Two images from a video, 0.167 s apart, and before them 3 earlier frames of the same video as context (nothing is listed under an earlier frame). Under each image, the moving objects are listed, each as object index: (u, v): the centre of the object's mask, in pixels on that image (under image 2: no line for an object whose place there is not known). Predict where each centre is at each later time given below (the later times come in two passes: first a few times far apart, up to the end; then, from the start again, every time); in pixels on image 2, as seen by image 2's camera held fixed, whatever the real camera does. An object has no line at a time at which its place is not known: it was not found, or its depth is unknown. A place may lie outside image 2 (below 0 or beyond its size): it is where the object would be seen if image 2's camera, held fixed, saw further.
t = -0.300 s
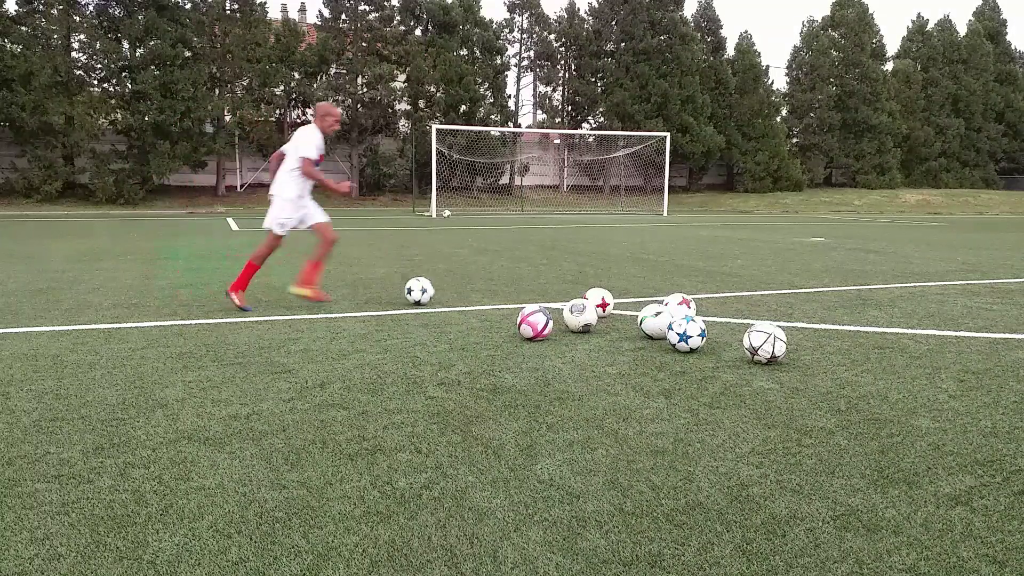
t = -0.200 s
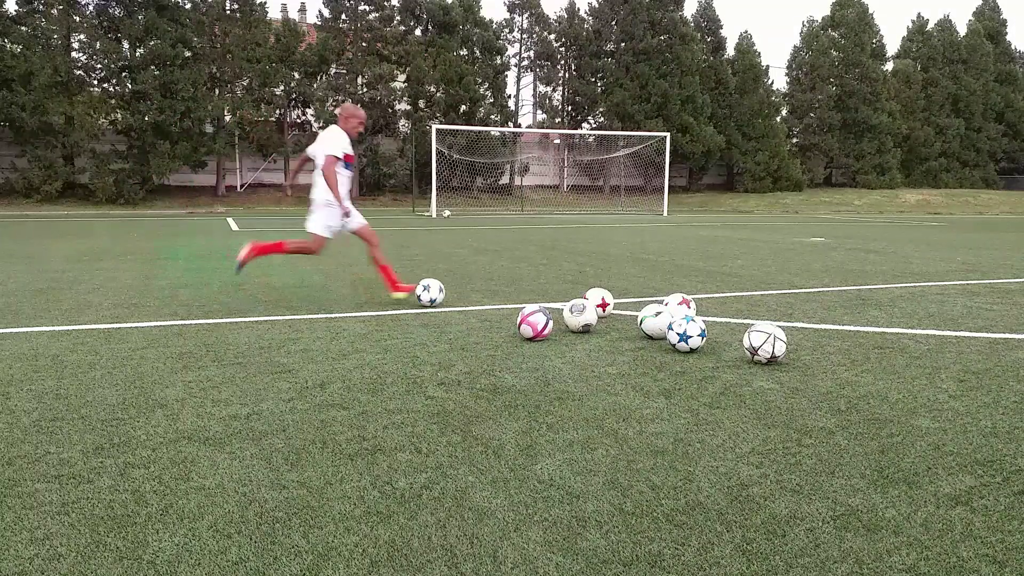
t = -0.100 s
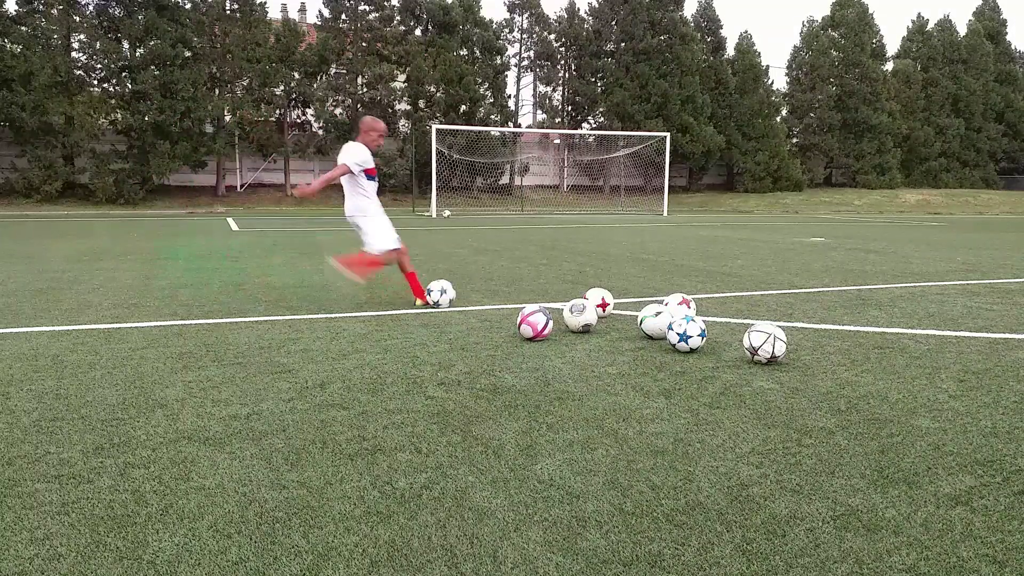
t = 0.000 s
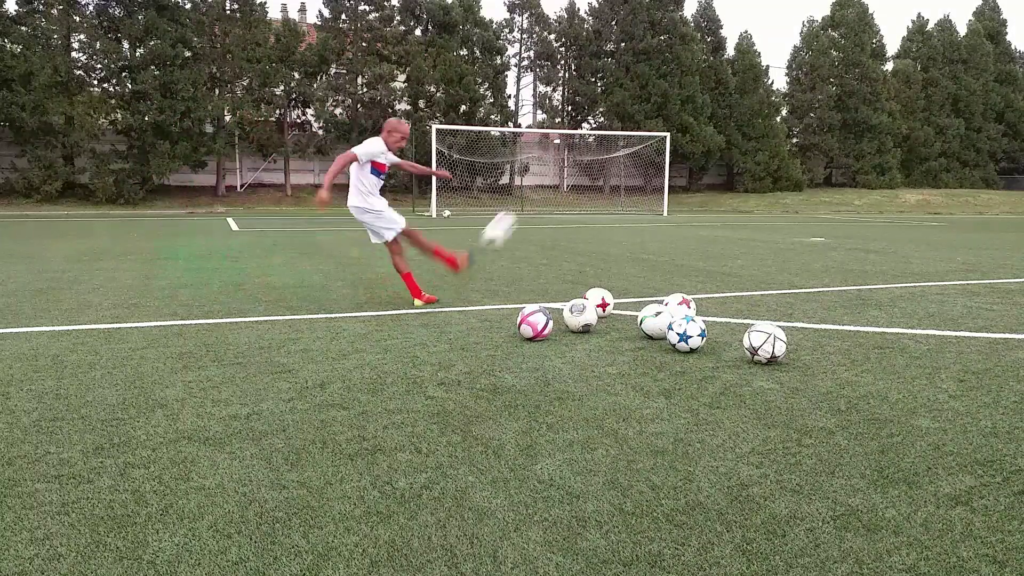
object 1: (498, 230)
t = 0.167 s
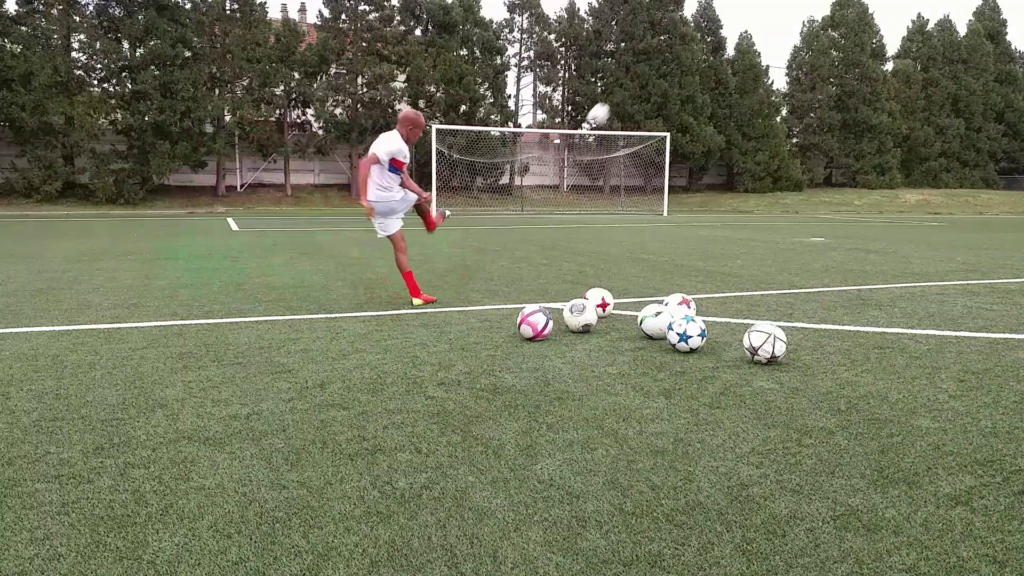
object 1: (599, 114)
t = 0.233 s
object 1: (622, 90)
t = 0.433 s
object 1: (663, 53)
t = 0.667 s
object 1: (682, 48)
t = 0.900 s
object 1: (687, 66)
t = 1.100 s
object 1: (686, 90)
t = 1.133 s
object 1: (686, 94)
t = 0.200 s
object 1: (611, 101)
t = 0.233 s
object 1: (622, 90)
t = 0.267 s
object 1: (631, 80)
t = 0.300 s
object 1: (640, 72)
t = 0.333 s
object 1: (647, 66)
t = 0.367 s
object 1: (653, 60)
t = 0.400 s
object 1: (658, 56)
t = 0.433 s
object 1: (663, 53)
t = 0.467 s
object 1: (667, 50)
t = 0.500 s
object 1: (670, 49)
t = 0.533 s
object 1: (673, 48)
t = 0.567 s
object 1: (676, 47)
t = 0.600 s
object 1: (678, 47)
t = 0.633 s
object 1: (680, 47)
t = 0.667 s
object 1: (682, 48)
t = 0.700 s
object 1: (683, 50)
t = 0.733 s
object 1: (684, 52)
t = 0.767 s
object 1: (685, 54)
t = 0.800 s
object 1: (686, 56)
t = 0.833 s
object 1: (686, 59)
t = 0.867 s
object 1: (686, 62)
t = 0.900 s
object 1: (687, 66)
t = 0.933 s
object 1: (687, 69)
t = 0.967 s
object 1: (687, 73)
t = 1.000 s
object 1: (687, 77)
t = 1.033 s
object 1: (687, 81)
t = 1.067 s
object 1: (686, 85)
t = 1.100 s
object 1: (686, 90)
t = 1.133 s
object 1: (686, 94)
